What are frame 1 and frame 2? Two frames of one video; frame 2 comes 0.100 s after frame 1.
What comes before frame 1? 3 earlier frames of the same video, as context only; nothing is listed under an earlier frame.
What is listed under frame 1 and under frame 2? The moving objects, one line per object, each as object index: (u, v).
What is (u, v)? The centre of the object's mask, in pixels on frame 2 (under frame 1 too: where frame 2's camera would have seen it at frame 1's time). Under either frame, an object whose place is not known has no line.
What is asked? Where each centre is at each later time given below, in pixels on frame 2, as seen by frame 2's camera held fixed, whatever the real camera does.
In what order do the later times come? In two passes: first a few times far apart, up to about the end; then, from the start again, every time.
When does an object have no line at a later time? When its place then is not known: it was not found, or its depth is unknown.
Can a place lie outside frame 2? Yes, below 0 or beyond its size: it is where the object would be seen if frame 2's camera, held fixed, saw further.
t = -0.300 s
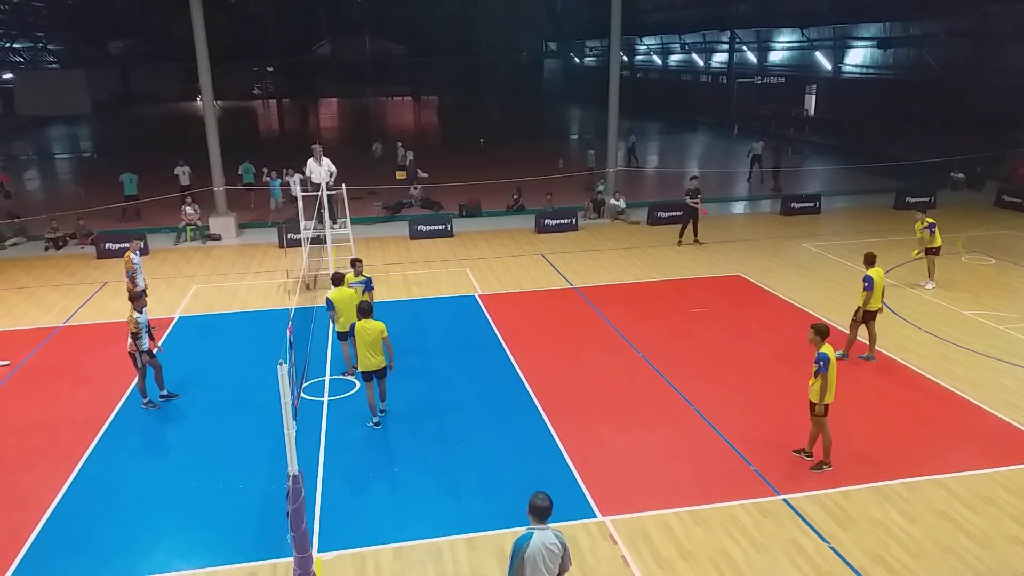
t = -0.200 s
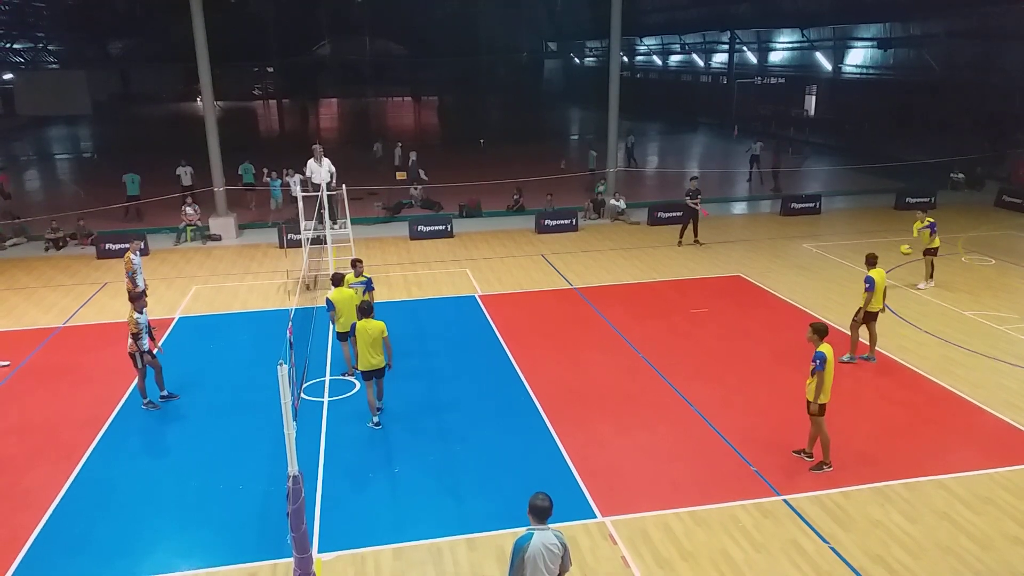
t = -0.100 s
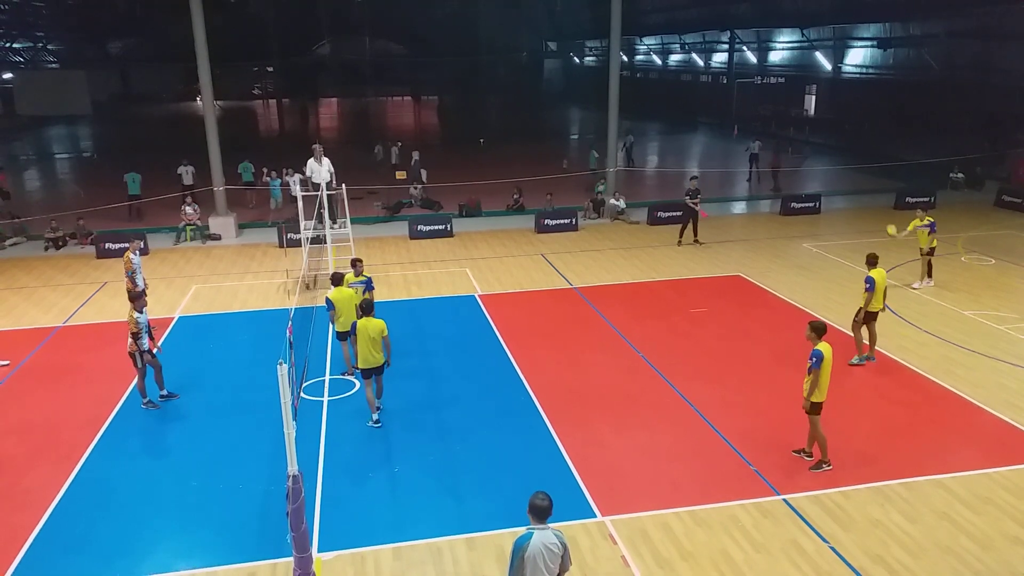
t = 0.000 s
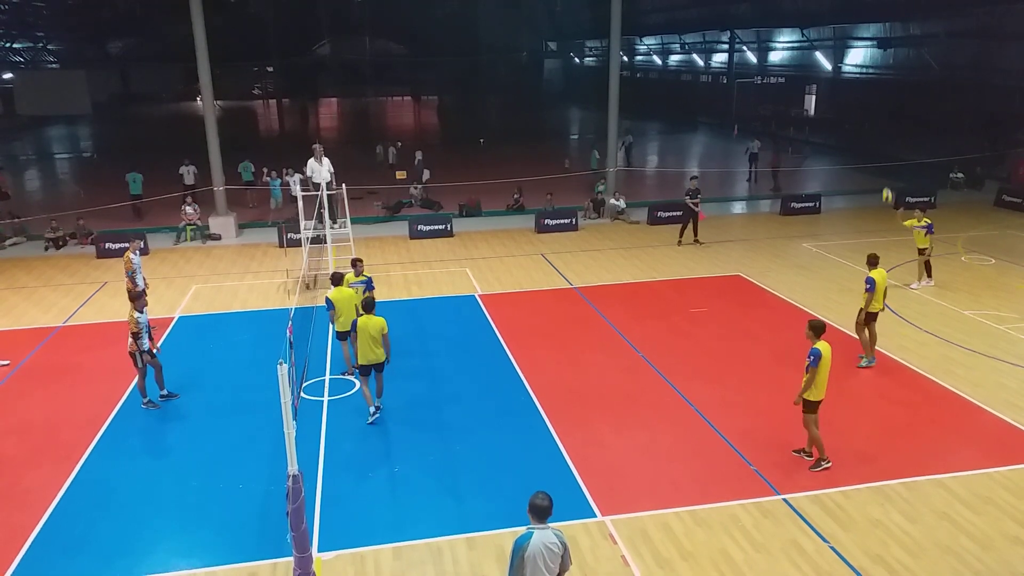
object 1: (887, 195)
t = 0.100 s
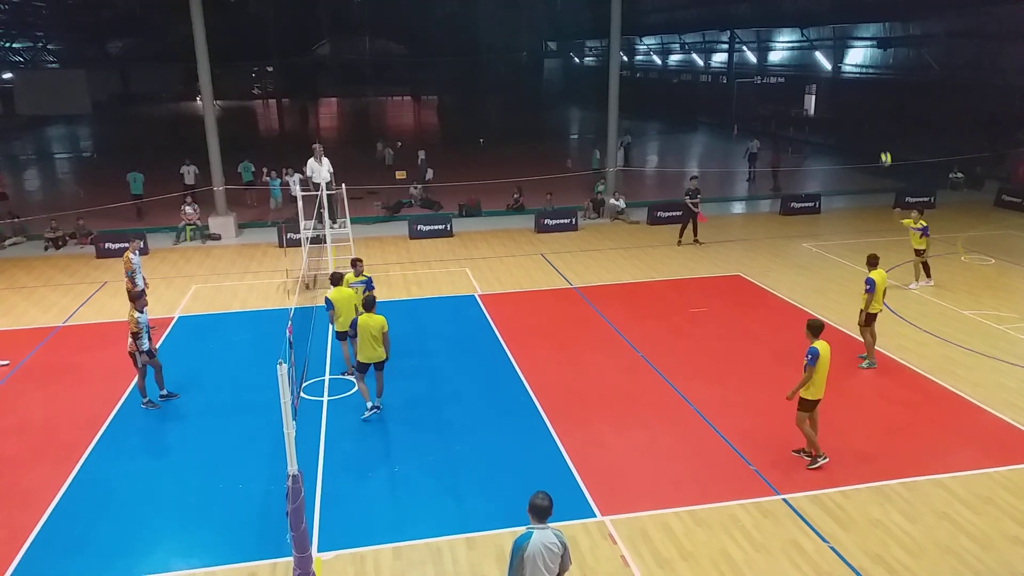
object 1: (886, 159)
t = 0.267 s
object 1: (880, 109)
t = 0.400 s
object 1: (875, 79)
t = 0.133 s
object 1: (885, 148)
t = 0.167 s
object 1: (884, 137)
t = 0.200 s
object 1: (882, 127)
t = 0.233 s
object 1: (881, 118)
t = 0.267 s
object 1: (880, 109)
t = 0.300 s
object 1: (879, 101)
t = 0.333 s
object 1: (878, 92)
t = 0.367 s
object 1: (877, 85)
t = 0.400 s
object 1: (875, 79)
